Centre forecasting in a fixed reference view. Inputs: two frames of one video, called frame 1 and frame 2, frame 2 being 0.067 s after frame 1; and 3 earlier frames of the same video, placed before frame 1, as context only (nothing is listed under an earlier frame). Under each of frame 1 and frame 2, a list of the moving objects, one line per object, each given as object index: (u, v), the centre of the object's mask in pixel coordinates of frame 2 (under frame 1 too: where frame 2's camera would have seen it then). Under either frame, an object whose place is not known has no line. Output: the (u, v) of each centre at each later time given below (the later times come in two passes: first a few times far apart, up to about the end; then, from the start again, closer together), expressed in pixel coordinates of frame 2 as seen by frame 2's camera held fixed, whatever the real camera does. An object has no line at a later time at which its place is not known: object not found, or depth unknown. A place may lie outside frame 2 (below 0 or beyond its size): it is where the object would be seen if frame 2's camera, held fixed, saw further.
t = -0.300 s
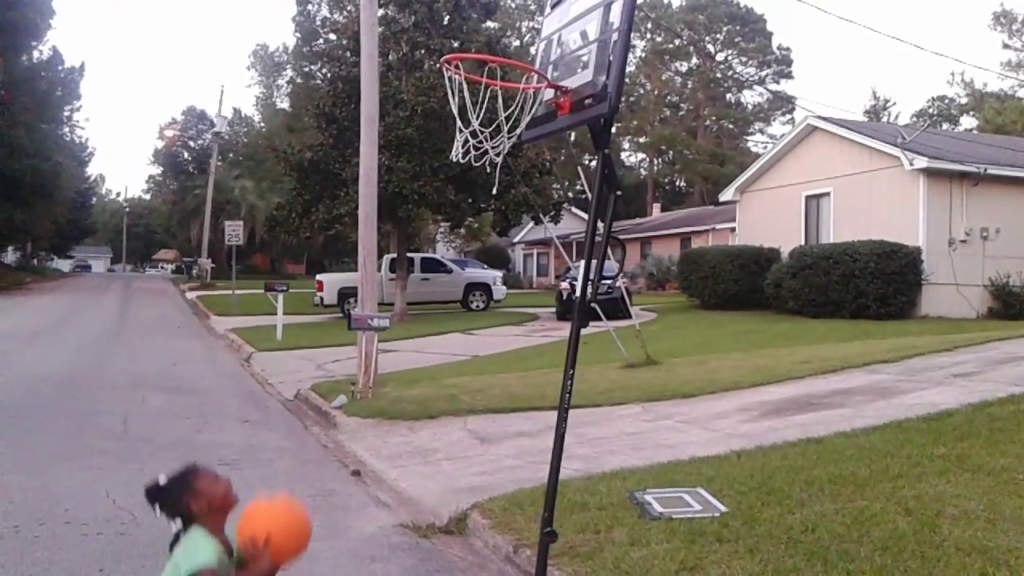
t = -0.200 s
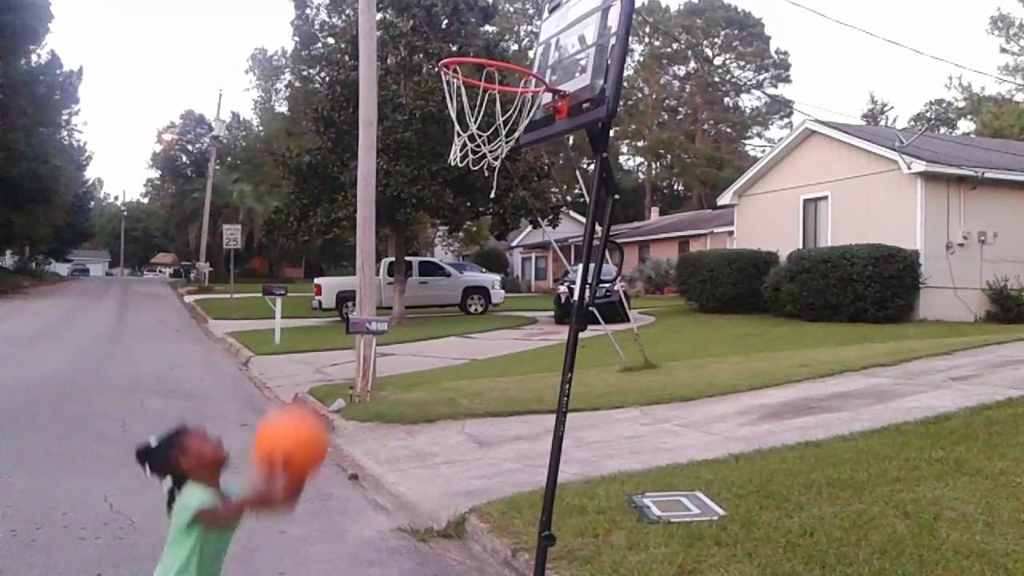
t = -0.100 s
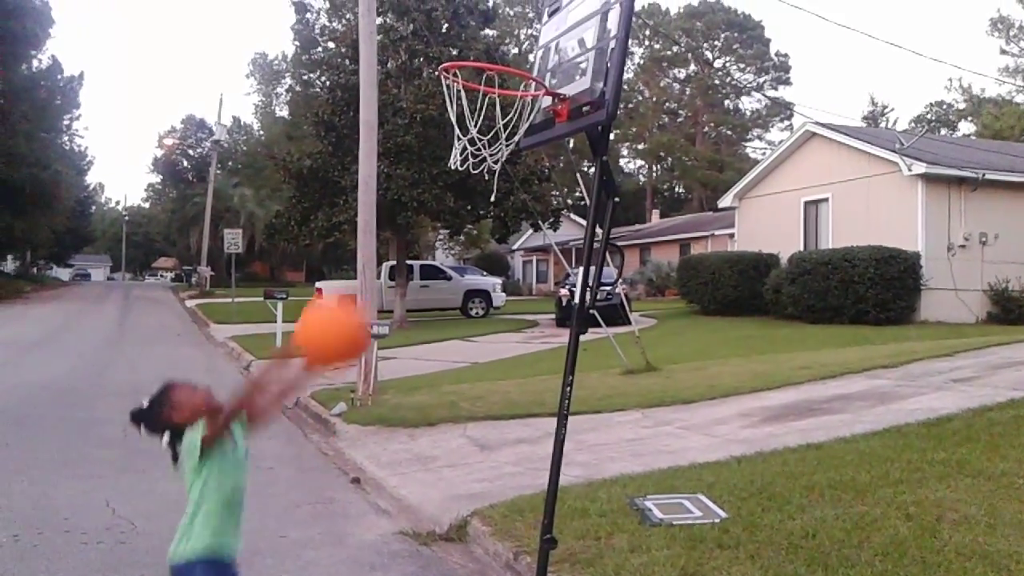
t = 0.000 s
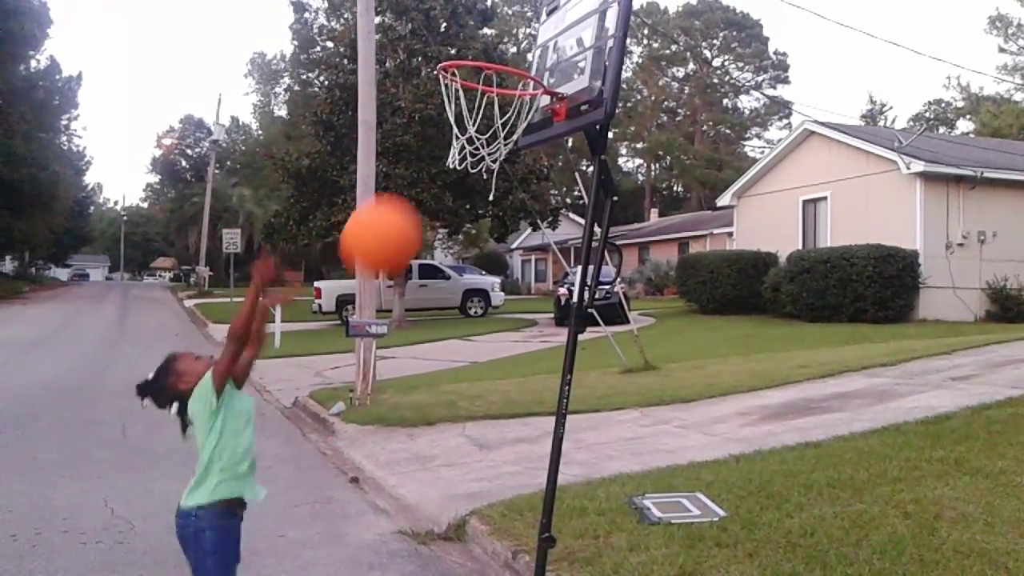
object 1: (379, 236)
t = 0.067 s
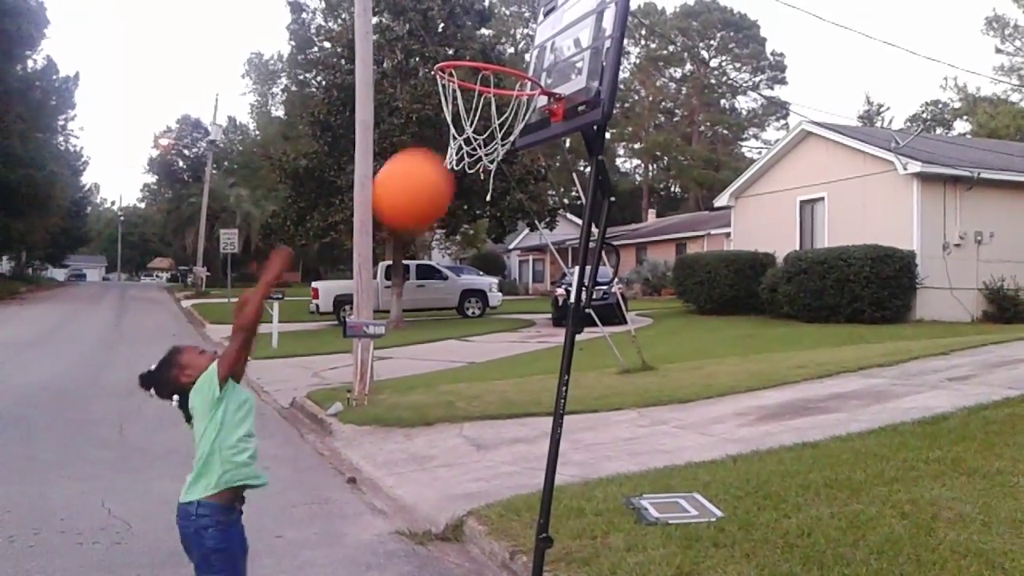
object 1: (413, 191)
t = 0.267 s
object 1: (519, 127)
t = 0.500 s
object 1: (655, 235)
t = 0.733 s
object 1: (807, 559)
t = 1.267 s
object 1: (1131, 459)
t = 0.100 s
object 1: (428, 172)
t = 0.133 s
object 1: (445, 157)
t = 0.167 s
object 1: (462, 145)
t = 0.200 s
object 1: (482, 134)
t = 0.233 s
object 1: (501, 129)
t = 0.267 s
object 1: (519, 127)
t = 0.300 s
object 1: (538, 130)
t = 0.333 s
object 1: (556, 137)
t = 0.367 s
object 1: (573, 147)
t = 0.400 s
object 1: (593, 163)
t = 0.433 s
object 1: (614, 181)
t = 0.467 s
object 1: (632, 203)
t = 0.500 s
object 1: (655, 235)
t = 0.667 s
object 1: (767, 465)
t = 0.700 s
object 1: (788, 524)
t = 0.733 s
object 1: (807, 559)
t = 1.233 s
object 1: (1118, 474)
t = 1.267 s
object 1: (1131, 459)
